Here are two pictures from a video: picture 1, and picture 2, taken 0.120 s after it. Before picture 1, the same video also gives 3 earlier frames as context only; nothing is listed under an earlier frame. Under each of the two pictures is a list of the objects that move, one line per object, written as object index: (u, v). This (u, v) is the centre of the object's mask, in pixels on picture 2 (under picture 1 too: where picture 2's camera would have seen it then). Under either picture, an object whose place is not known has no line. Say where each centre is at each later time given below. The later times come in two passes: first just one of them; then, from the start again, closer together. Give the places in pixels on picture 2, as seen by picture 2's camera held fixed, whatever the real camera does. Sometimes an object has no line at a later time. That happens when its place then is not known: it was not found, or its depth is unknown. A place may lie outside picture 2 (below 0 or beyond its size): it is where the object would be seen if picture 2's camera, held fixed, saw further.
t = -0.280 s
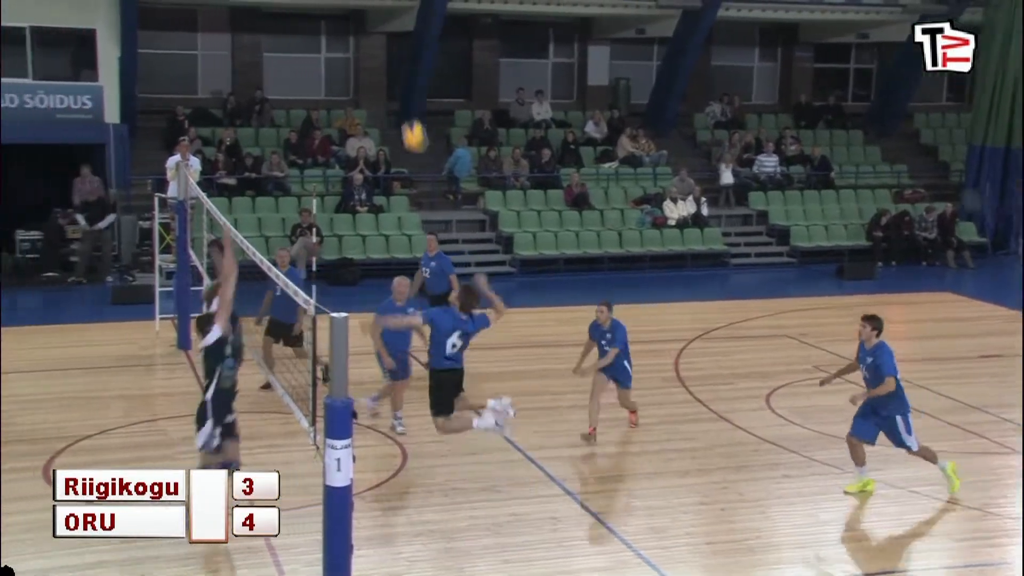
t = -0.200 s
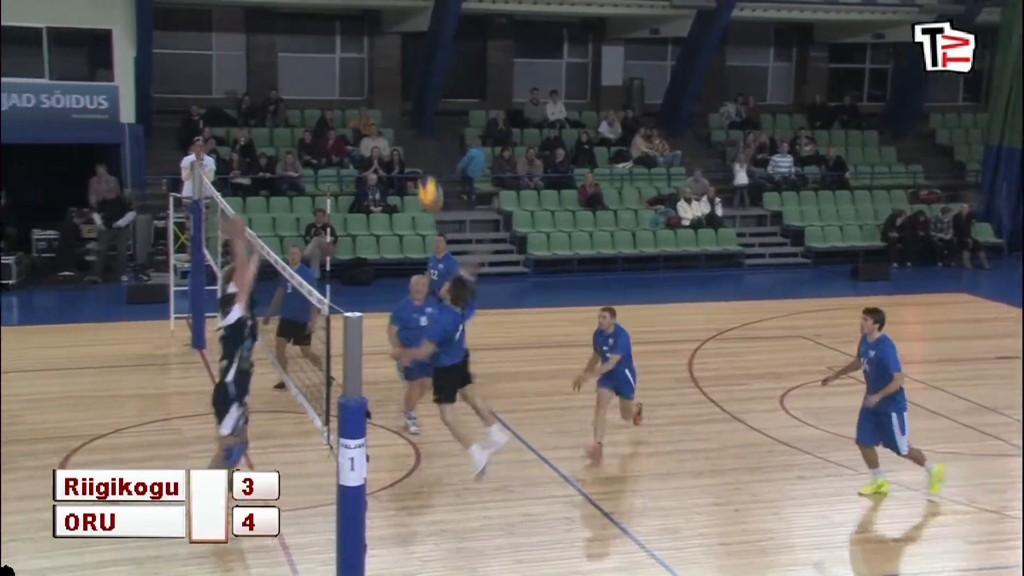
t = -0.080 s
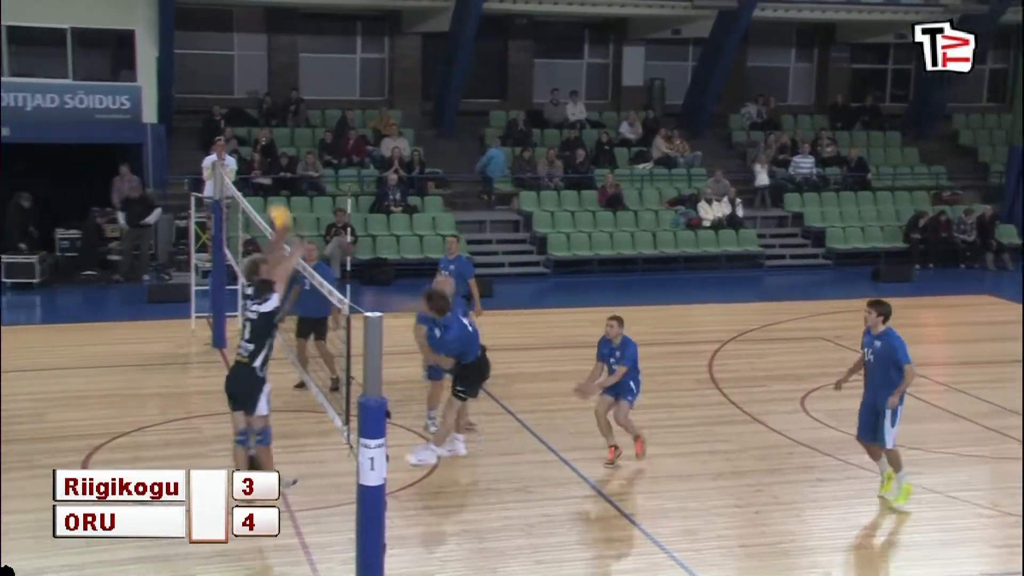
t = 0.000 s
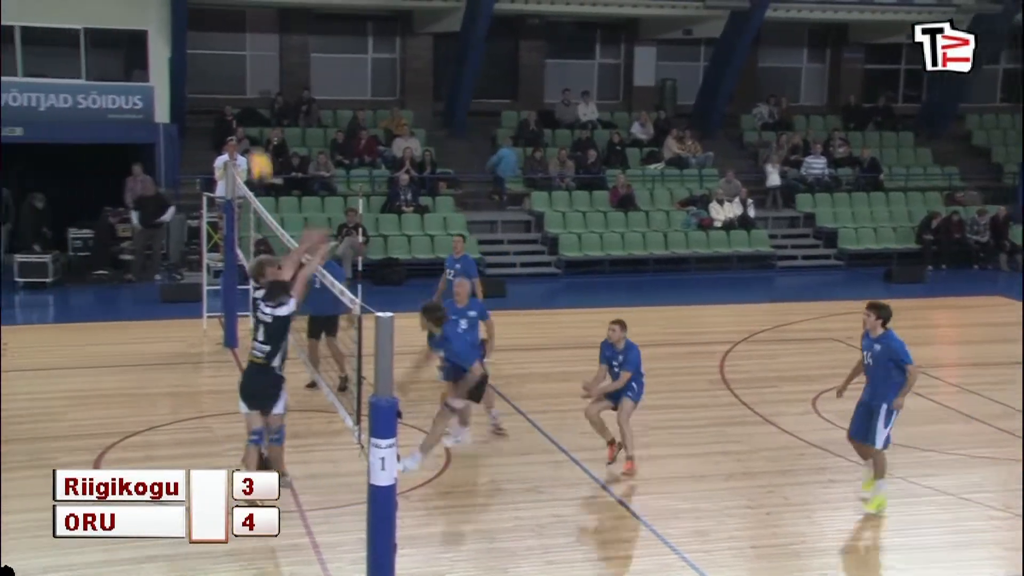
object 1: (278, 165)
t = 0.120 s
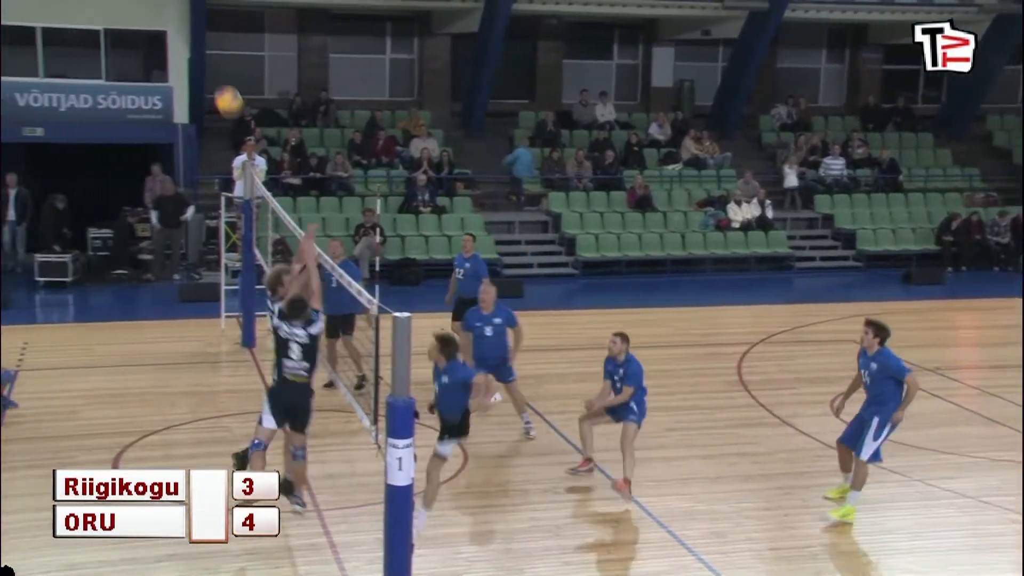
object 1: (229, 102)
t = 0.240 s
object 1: (179, 54)
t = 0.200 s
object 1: (196, 68)
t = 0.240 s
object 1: (179, 54)
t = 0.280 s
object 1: (161, 41)
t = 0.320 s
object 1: (145, 31)
